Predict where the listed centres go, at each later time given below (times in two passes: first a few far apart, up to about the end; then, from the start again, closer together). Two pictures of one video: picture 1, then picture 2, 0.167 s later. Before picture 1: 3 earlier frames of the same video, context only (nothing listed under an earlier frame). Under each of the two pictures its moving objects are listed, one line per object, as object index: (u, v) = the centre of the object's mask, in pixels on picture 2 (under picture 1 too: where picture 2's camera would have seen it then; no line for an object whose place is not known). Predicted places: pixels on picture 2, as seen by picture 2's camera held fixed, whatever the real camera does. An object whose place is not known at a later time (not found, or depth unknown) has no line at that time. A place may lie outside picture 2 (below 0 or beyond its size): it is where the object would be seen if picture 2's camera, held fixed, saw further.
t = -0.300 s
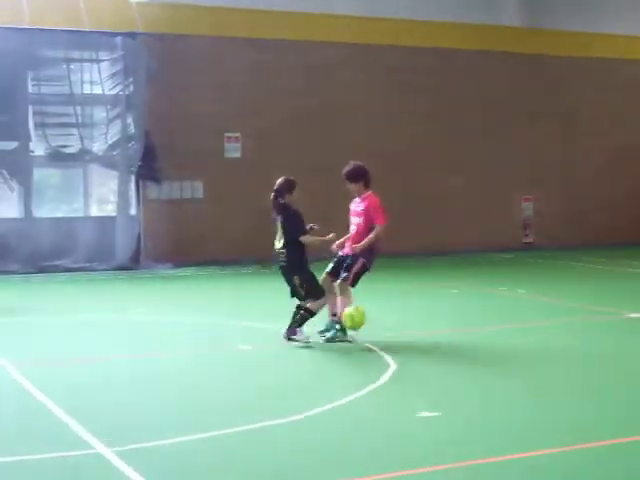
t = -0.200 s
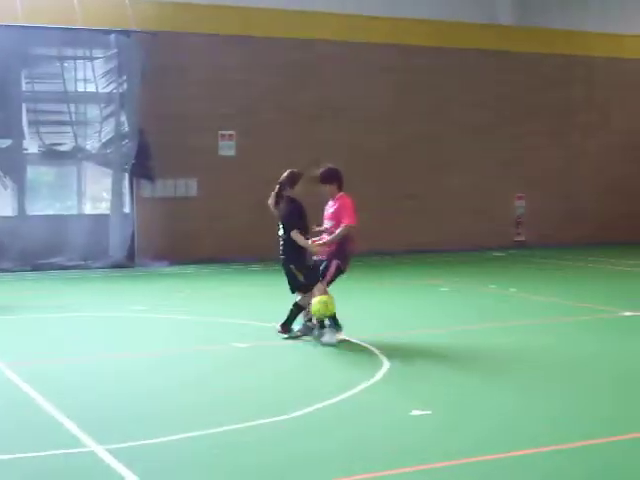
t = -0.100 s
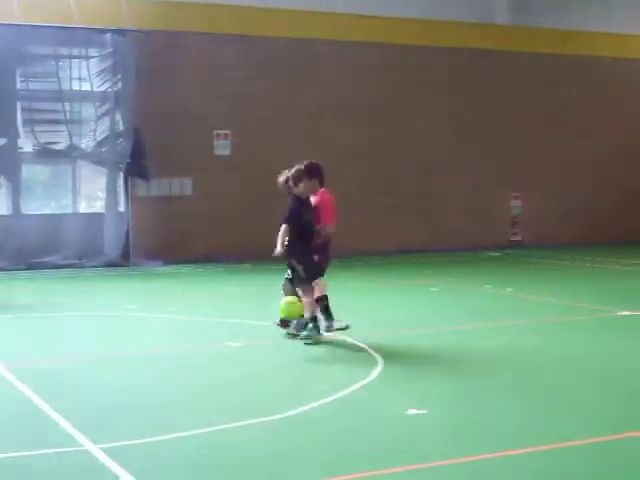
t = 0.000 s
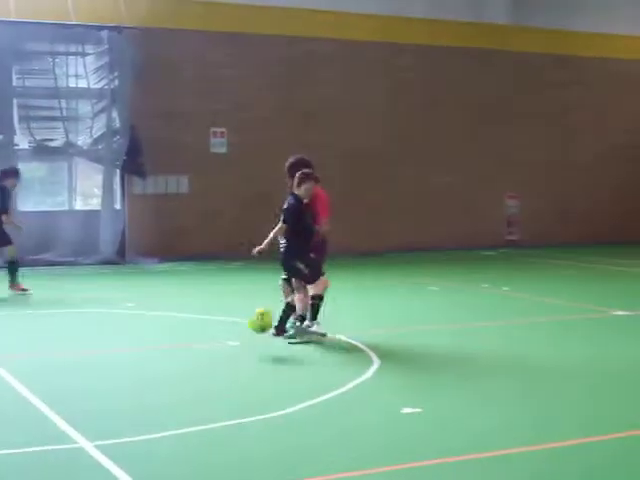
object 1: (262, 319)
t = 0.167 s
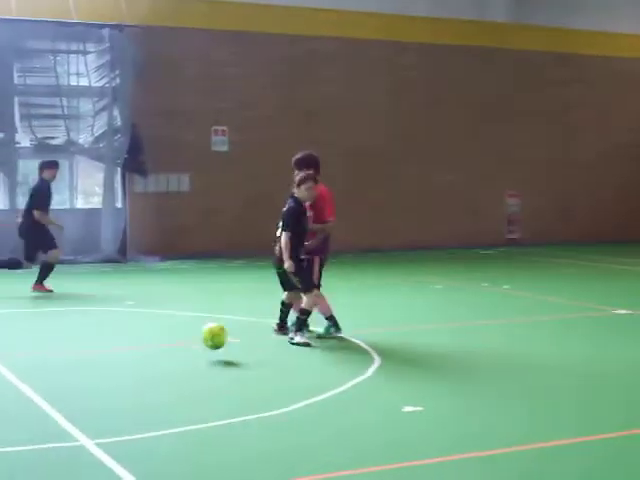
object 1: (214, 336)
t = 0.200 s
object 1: (205, 334)
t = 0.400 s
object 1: (142, 357)
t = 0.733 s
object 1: (27, 373)
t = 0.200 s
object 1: (205, 334)
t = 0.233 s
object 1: (195, 334)
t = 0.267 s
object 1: (186, 336)
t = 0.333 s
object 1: (168, 343)
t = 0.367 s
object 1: (155, 350)
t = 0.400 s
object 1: (142, 357)
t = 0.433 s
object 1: (136, 356)
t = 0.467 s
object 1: (124, 356)
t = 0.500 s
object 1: (111, 358)
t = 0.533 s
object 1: (103, 361)
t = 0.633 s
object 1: (66, 367)
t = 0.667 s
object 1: (55, 369)
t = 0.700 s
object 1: (41, 370)
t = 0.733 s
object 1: (27, 373)
